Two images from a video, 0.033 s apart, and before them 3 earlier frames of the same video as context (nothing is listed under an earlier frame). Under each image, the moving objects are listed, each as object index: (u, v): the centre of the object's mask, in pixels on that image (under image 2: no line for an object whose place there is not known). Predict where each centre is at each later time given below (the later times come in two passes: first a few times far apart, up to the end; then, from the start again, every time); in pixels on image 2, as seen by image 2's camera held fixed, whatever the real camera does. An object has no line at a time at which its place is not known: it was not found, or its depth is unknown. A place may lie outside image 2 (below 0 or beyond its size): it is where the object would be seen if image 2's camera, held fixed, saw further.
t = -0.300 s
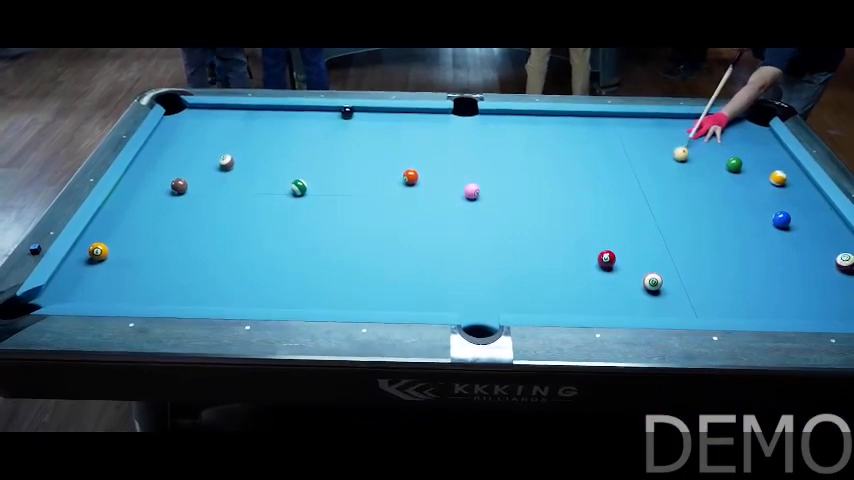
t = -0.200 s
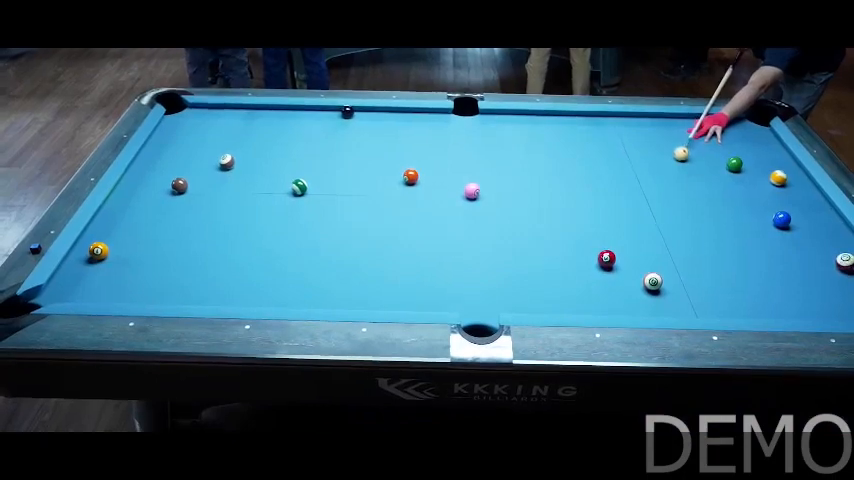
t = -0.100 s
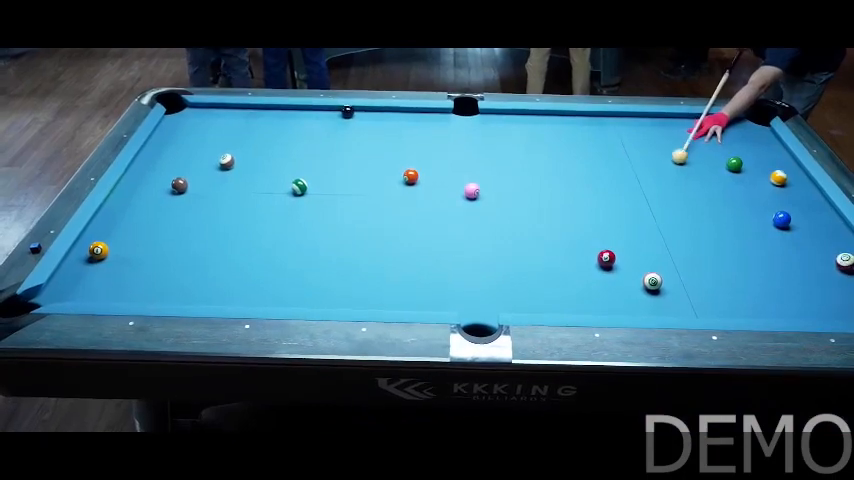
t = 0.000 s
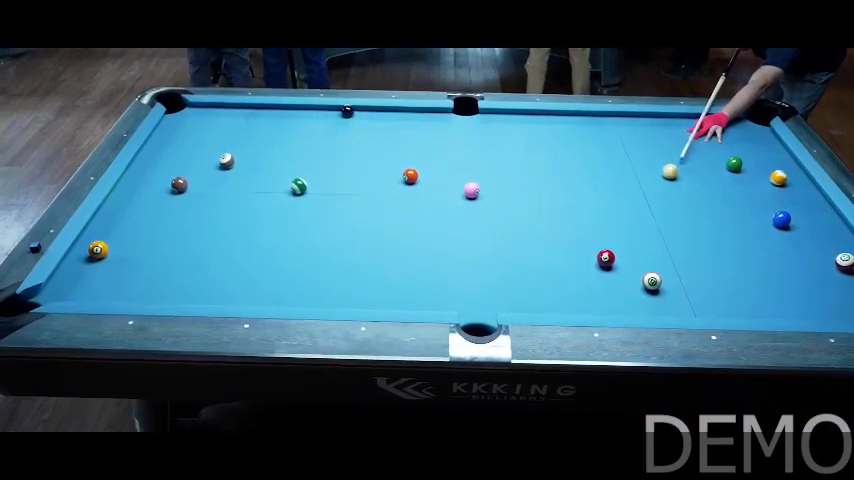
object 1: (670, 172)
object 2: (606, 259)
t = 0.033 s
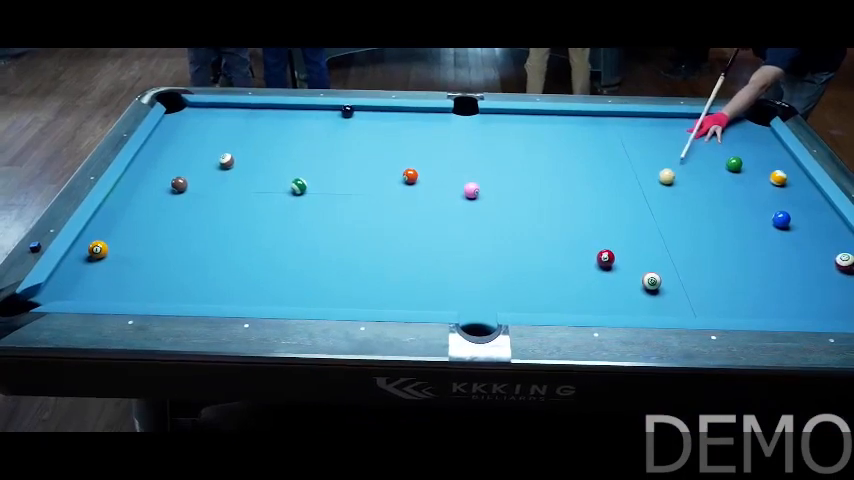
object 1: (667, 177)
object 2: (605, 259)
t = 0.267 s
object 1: (642, 215)
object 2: (605, 258)
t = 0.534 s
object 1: (625, 261)
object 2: (589, 264)
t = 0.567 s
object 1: (627, 265)
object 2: (581, 267)
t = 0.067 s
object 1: (663, 181)
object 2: (605, 259)
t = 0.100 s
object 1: (660, 187)
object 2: (605, 259)
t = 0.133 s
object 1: (656, 192)
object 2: (605, 259)
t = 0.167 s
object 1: (653, 198)
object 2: (605, 259)
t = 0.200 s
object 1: (650, 203)
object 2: (605, 259)
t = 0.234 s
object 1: (646, 209)
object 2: (605, 258)
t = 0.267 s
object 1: (642, 215)
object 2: (605, 258)
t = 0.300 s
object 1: (639, 221)
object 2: (605, 258)
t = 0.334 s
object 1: (635, 227)
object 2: (604, 259)
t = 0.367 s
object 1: (631, 233)
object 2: (604, 259)
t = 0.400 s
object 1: (627, 239)
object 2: (604, 259)
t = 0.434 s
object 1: (623, 246)
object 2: (604, 259)
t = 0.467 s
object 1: (619, 252)
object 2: (604, 259)
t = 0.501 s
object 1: (622, 256)
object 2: (597, 261)
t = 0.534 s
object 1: (625, 261)
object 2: (589, 264)
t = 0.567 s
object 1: (627, 265)
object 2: (581, 267)
